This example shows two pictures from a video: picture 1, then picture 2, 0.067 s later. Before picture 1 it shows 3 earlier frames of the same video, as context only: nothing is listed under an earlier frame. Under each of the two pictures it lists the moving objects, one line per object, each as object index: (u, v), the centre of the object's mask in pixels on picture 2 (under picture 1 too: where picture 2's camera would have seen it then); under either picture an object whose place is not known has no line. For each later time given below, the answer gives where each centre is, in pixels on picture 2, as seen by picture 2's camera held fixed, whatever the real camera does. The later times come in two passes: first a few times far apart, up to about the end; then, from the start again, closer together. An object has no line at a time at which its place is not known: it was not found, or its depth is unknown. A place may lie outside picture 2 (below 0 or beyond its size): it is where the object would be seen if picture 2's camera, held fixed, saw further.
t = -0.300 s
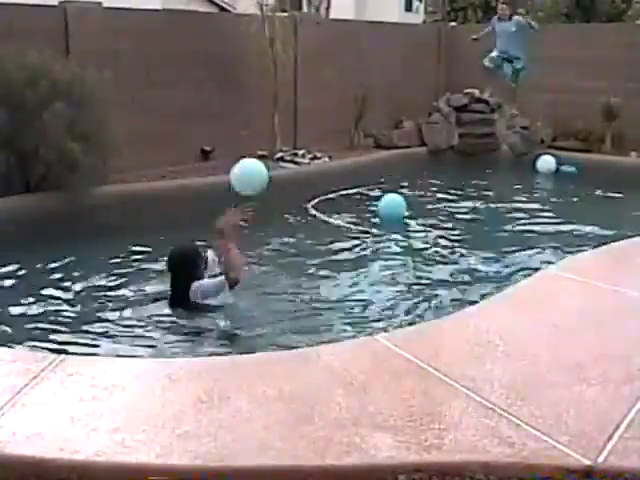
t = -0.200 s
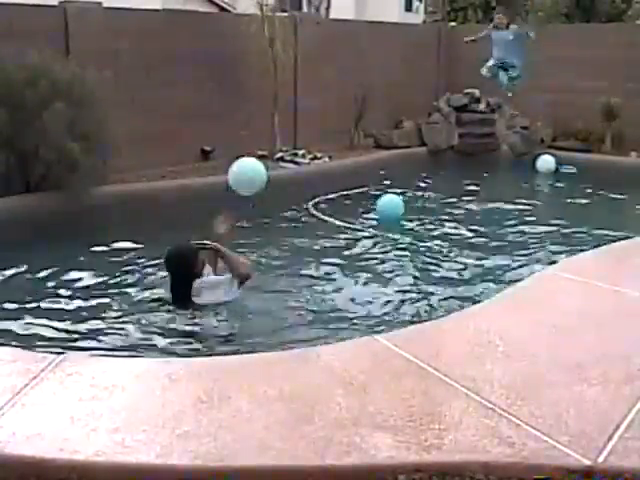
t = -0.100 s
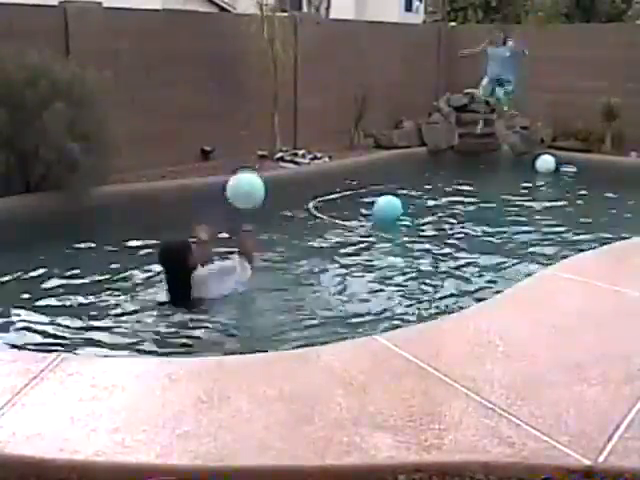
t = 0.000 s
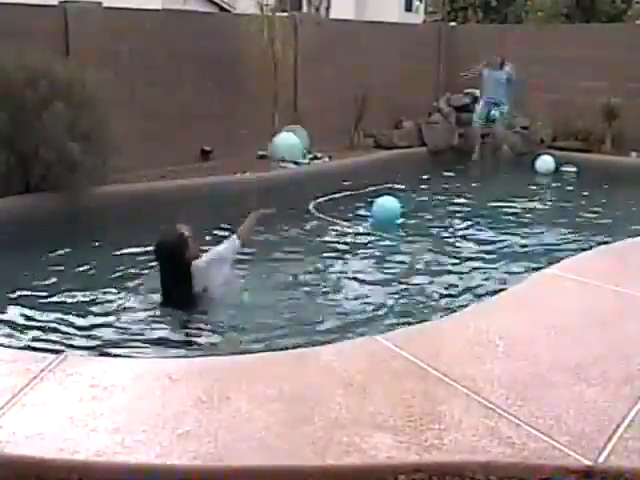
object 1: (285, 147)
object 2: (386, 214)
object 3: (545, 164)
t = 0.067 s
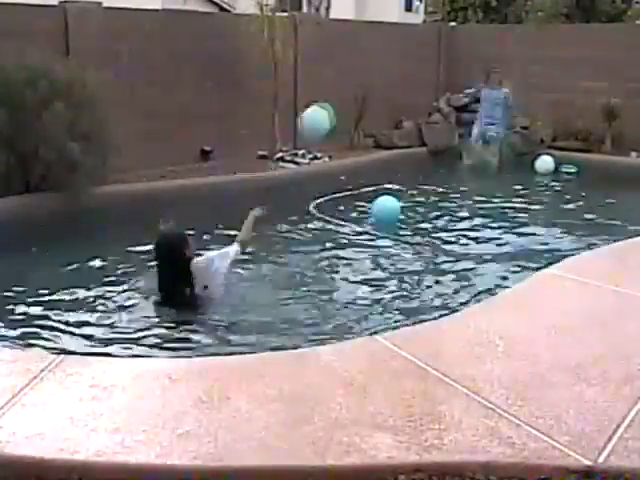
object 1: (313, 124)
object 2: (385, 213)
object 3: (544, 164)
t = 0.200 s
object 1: (356, 95)
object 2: (384, 213)
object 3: (544, 164)
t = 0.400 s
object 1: (393, 102)
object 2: (384, 214)
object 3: (548, 162)
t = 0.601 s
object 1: (411, 144)
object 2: (383, 210)
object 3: (558, 163)
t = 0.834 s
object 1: (417, 162)
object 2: (381, 214)
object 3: (568, 165)
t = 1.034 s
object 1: (417, 162)
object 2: (378, 216)
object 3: (575, 167)
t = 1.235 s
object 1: (414, 160)
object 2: (376, 215)
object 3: (578, 167)
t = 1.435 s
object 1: (412, 158)
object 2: (375, 213)
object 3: (581, 167)
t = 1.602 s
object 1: (412, 158)
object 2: (375, 213)
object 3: (581, 167)
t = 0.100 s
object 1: (326, 113)
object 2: (385, 213)
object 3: (544, 164)
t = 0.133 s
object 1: (338, 105)
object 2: (385, 213)
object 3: (544, 164)
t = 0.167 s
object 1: (348, 99)
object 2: (384, 213)
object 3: (544, 164)
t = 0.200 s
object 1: (356, 95)
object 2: (384, 213)
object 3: (544, 164)
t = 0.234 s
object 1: (365, 93)
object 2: (385, 214)
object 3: (544, 163)
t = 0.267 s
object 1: (371, 93)
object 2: (384, 213)
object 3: (544, 163)
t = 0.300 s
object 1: (377, 93)
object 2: (385, 213)
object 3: (544, 163)
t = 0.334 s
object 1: (384, 95)
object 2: (384, 213)
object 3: (544, 163)
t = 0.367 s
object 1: (388, 98)
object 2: (385, 214)
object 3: (546, 163)
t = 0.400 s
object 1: (393, 102)
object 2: (384, 214)
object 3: (548, 162)
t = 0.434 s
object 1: (397, 108)
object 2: (384, 214)
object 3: (549, 162)
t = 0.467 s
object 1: (400, 114)
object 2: (384, 213)
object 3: (551, 163)
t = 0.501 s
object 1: (404, 119)
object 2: (384, 214)
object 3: (552, 163)
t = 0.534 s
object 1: (406, 127)
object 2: (383, 214)
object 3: (557, 164)
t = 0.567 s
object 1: (409, 134)
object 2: (383, 213)
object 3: (559, 164)
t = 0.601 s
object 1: (411, 144)
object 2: (383, 210)
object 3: (558, 163)
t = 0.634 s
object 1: (414, 154)
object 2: (383, 213)
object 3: (561, 164)
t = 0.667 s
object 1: (415, 162)
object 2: (382, 210)
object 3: (562, 165)
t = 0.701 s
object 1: (416, 161)
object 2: (382, 213)
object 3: (564, 165)
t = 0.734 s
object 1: (416, 161)
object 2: (381, 213)
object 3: (565, 165)
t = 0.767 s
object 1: (416, 161)
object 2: (381, 213)
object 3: (565, 165)
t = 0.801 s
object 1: (416, 161)
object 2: (381, 214)
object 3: (567, 165)
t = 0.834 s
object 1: (417, 162)
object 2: (381, 214)
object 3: (568, 165)
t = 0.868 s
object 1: (416, 162)
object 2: (380, 215)
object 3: (569, 165)
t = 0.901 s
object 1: (416, 162)
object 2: (380, 215)
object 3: (571, 166)
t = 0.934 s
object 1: (416, 162)
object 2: (380, 216)
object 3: (571, 166)
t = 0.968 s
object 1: (416, 162)
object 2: (379, 216)
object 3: (573, 167)
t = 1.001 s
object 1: (416, 162)
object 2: (378, 216)
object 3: (573, 167)
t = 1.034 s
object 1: (417, 162)
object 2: (378, 216)
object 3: (575, 167)
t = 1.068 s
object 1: (418, 163)
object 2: (377, 216)
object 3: (576, 167)
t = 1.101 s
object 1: (418, 163)
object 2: (377, 216)
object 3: (577, 167)
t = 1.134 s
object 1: (416, 160)
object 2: (377, 215)
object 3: (577, 167)
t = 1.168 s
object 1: (416, 161)
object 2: (377, 215)
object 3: (578, 167)
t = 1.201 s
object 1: (416, 160)
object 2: (376, 215)
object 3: (578, 167)
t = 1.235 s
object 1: (414, 160)
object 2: (376, 215)
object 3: (578, 167)
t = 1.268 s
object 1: (414, 159)
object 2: (376, 215)
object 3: (579, 167)
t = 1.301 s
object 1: (413, 159)
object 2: (376, 214)
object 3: (579, 167)
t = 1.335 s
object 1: (412, 158)
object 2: (375, 213)
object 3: (580, 167)
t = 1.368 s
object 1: (412, 158)
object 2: (375, 213)
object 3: (581, 167)
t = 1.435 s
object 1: (412, 158)
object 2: (375, 213)
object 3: (581, 167)
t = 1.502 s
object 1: (412, 158)
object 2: (375, 213)
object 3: (581, 167)
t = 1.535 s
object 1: (412, 158)
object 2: (375, 213)
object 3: (581, 167)
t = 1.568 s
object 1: (412, 158)
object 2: (375, 213)
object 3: (581, 167)
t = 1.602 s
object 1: (412, 158)
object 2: (375, 213)
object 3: (581, 167)
